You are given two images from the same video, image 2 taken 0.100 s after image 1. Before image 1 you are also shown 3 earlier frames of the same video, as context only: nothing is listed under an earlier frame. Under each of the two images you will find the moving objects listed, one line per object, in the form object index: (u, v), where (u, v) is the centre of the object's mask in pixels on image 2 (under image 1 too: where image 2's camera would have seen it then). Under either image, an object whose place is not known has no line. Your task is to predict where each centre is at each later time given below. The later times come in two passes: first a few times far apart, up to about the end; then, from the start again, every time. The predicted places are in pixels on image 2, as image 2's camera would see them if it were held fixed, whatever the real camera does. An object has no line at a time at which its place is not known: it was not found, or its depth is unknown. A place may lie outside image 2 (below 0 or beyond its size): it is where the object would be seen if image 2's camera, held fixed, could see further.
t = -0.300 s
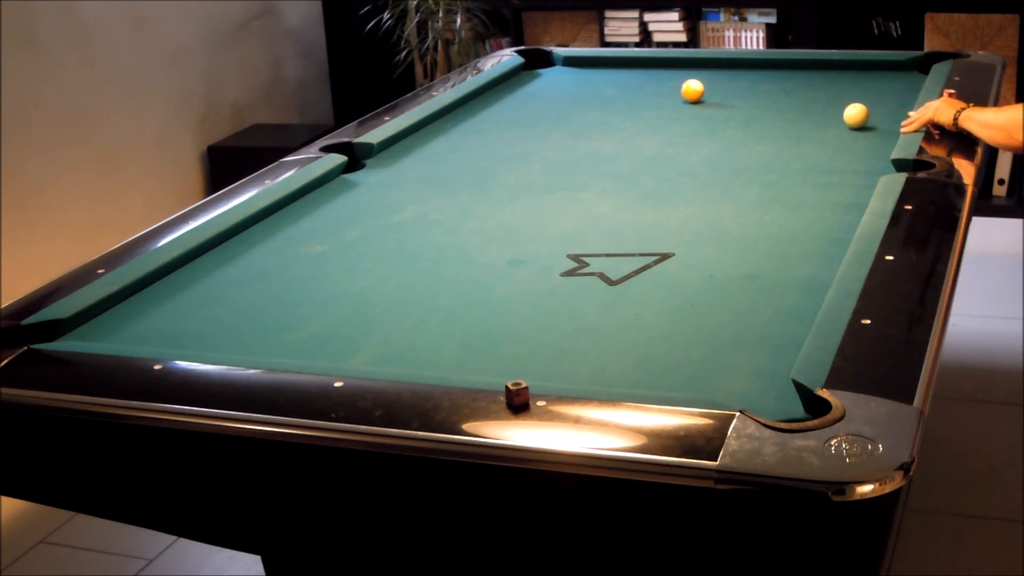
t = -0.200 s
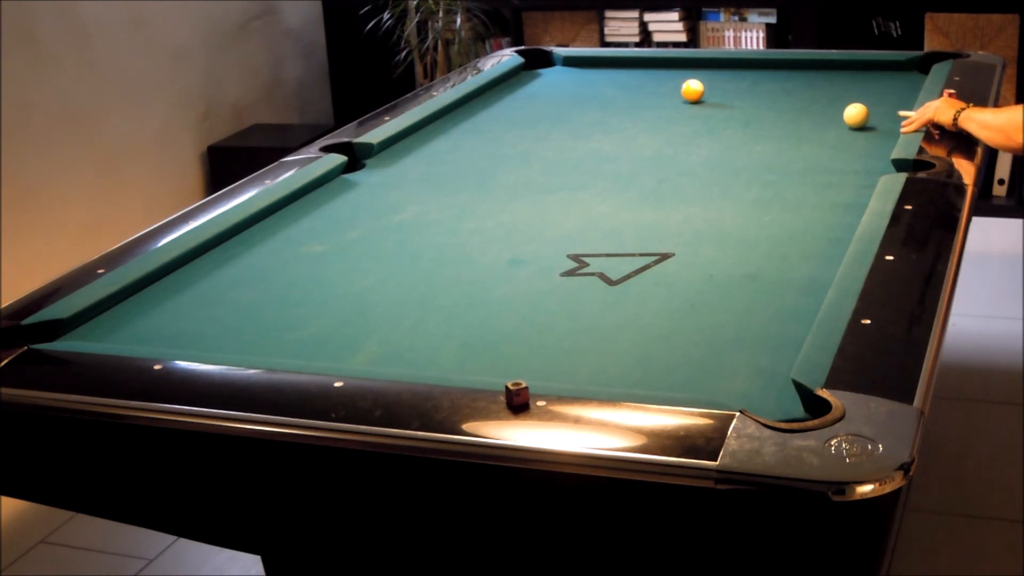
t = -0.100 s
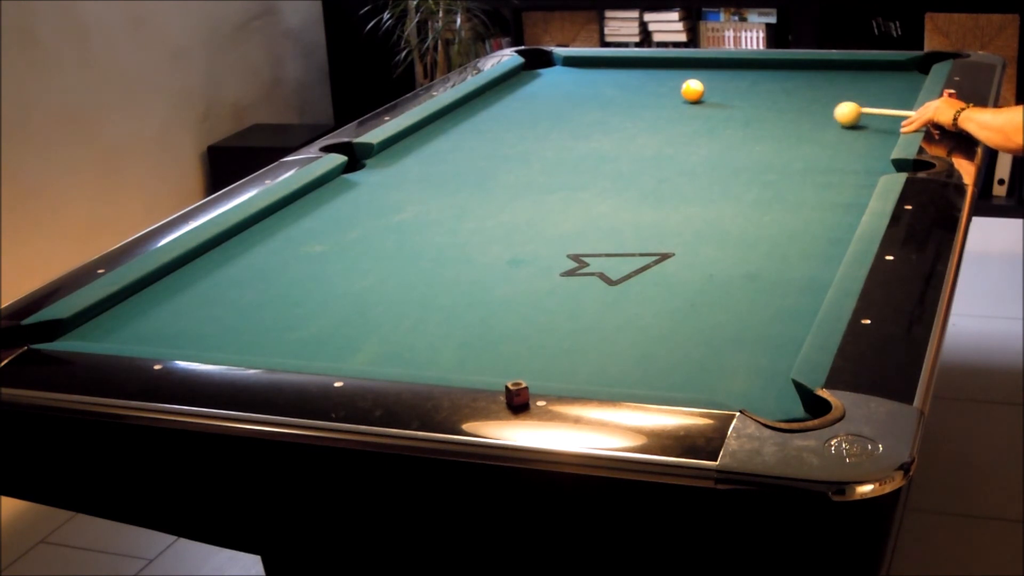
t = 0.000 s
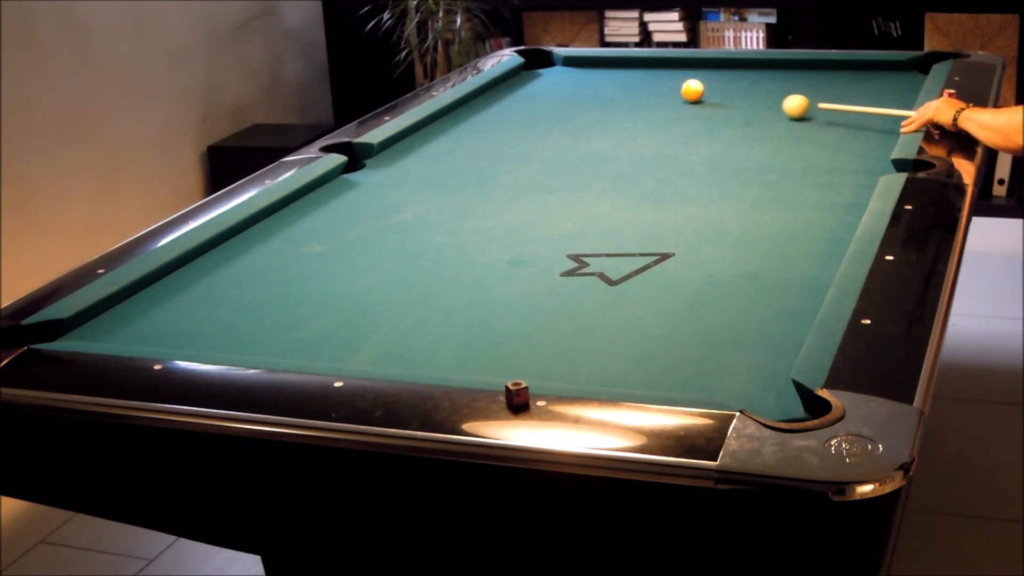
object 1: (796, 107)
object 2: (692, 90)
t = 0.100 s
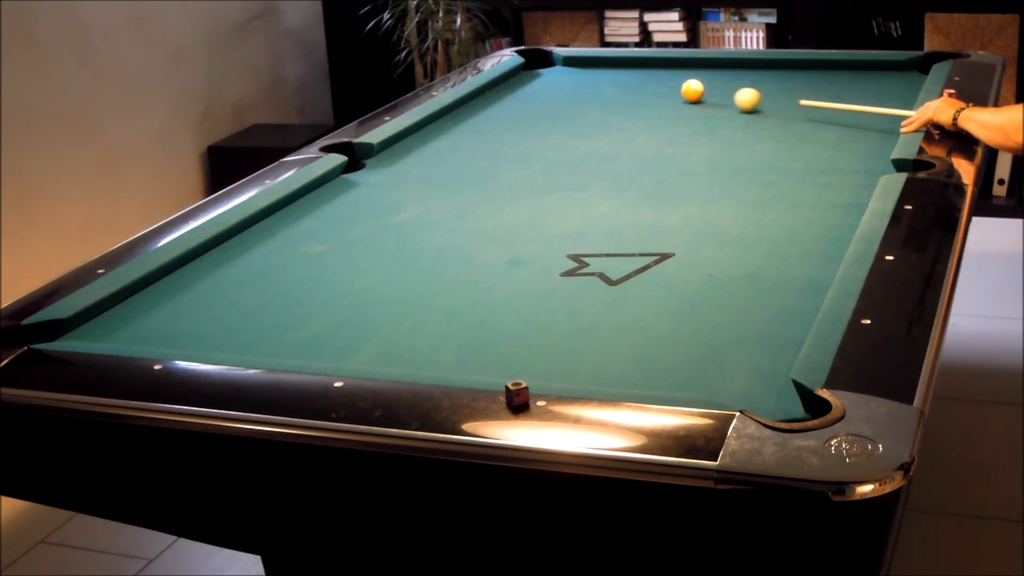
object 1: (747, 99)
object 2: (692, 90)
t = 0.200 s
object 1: (706, 93)
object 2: (687, 89)
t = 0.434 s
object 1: (678, 94)
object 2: (629, 78)
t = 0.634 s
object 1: (653, 93)
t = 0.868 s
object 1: (624, 92)
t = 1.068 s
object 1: (602, 91)
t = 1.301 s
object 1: (579, 90)
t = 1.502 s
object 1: (561, 90)
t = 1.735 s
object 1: (541, 89)
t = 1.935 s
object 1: (526, 89)
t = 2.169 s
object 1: (510, 88)
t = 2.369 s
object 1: (498, 87)
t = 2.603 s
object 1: (496, 87)
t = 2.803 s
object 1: (502, 87)
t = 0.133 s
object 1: (731, 97)
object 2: (692, 90)
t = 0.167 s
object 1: (716, 95)
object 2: (692, 91)
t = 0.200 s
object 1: (706, 93)
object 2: (687, 89)
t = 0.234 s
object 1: (704, 94)
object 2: (677, 87)
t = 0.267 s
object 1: (701, 94)
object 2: (667, 85)
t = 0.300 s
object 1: (697, 94)
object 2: (658, 84)
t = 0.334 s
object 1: (692, 94)
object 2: (651, 82)
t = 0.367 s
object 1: (687, 94)
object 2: (643, 80)
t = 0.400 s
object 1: (683, 94)
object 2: (636, 79)
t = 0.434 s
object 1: (678, 94)
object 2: (629, 78)
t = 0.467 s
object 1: (674, 93)
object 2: (623, 77)
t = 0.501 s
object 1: (670, 93)
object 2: (616, 75)
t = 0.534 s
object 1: (665, 93)
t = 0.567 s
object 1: (661, 93)
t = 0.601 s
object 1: (657, 93)
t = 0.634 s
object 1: (653, 93)
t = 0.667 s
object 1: (648, 92)
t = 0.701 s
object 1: (644, 93)
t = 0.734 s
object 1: (640, 93)
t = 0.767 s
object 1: (636, 92)
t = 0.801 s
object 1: (632, 92)
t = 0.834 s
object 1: (628, 92)
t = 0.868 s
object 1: (624, 92)
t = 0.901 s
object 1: (621, 92)
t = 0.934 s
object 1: (617, 92)
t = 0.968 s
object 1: (613, 91)
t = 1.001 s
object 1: (610, 91)
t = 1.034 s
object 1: (606, 91)
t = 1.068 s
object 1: (602, 91)
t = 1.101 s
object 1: (599, 91)
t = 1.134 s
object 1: (596, 91)
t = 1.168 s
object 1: (592, 91)
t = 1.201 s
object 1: (589, 91)
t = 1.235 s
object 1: (585, 90)
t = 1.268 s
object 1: (582, 90)
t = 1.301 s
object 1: (579, 90)
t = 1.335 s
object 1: (576, 90)
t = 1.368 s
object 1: (573, 90)
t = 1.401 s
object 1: (569, 90)
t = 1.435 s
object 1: (566, 90)
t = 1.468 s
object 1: (563, 90)
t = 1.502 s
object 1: (561, 90)
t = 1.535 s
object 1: (557, 90)
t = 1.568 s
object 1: (555, 89)
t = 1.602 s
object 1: (552, 89)
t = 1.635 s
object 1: (549, 89)
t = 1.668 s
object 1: (546, 89)
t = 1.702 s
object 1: (544, 89)
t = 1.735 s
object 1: (541, 89)
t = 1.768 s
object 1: (538, 89)
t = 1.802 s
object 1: (536, 89)
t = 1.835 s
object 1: (533, 89)
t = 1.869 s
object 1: (530, 89)
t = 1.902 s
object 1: (528, 89)
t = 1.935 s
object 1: (526, 89)
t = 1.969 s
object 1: (523, 89)
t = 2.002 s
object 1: (521, 88)
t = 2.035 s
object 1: (519, 88)
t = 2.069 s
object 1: (517, 88)
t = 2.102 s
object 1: (514, 88)
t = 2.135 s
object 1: (512, 88)
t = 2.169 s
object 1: (510, 88)
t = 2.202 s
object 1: (508, 88)
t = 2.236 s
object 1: (506, 88)
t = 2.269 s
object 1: (504, 88)
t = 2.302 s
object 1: (502, 88)
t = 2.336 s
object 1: (500, 87)
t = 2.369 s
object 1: (498, 87)
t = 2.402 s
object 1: (496, 87)
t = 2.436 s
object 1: (494, 87)
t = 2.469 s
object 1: (493, 87)
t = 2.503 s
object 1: (492, 87)
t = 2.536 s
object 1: (493, 87)
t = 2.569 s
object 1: (495, 87)
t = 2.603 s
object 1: (496, 87)
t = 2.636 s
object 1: (497, 87)
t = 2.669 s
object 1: (498, 87)
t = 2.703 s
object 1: (499, 87)
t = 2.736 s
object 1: (500, 87)
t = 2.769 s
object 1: (501, 87)
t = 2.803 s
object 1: (502, 87)
